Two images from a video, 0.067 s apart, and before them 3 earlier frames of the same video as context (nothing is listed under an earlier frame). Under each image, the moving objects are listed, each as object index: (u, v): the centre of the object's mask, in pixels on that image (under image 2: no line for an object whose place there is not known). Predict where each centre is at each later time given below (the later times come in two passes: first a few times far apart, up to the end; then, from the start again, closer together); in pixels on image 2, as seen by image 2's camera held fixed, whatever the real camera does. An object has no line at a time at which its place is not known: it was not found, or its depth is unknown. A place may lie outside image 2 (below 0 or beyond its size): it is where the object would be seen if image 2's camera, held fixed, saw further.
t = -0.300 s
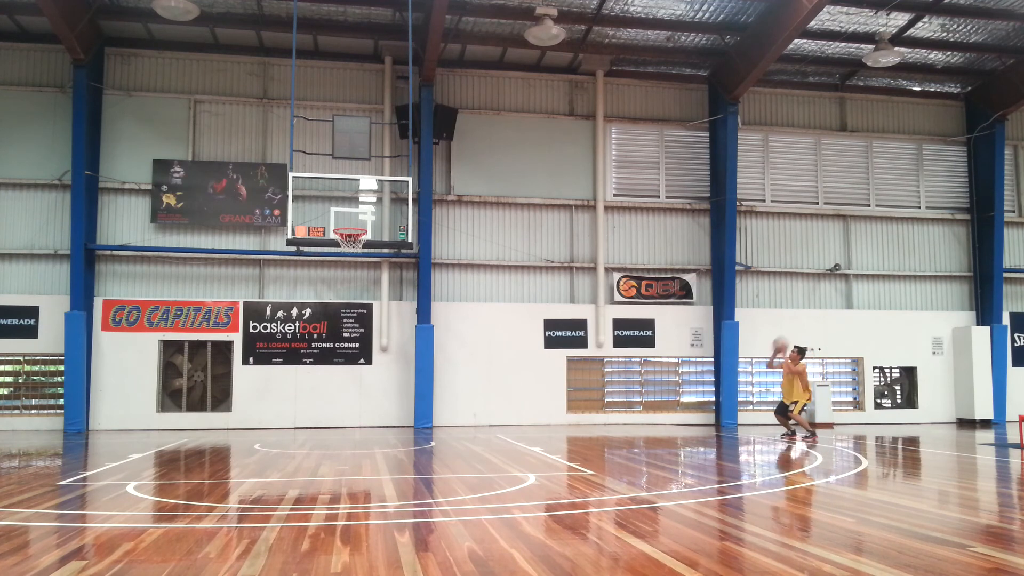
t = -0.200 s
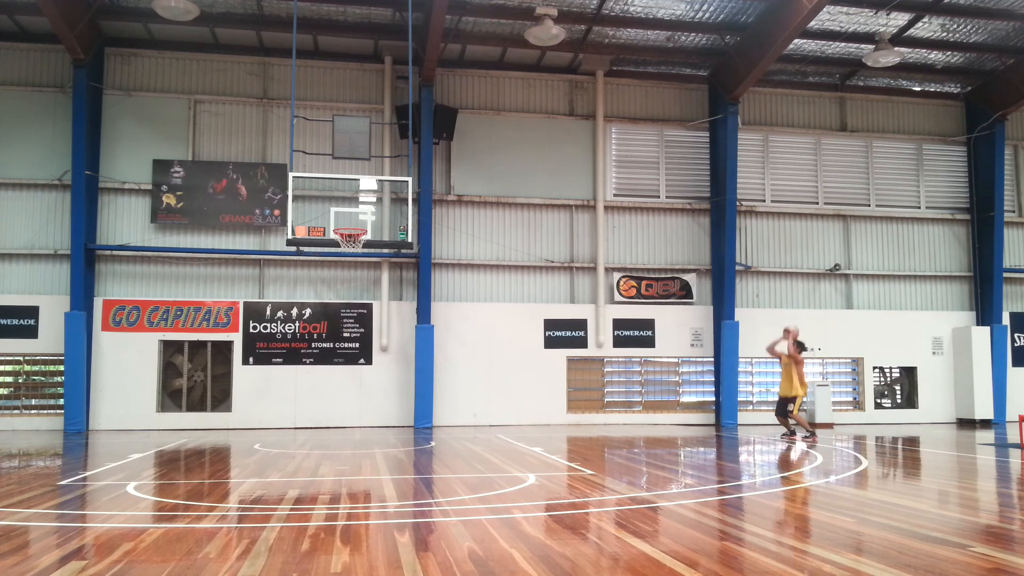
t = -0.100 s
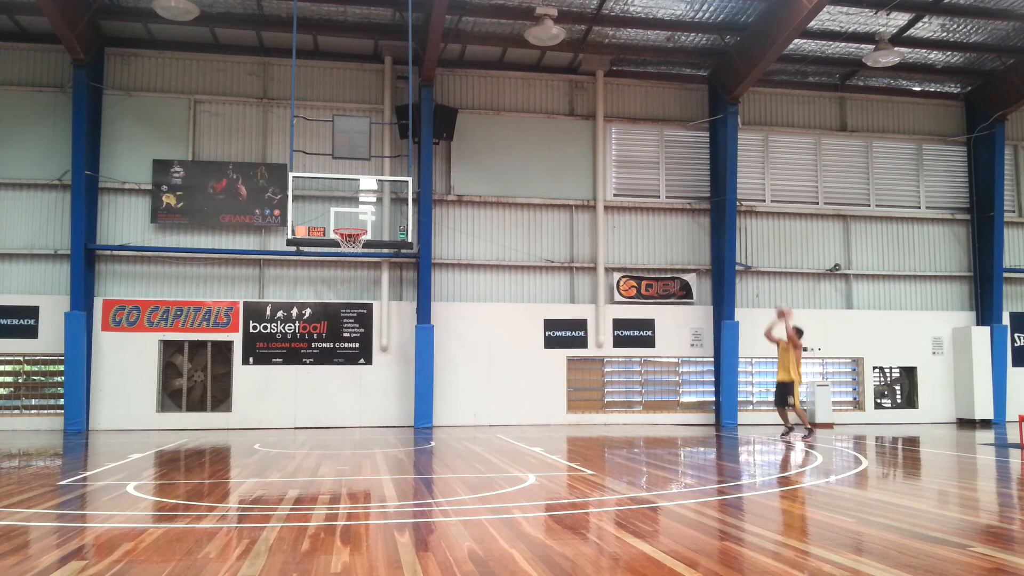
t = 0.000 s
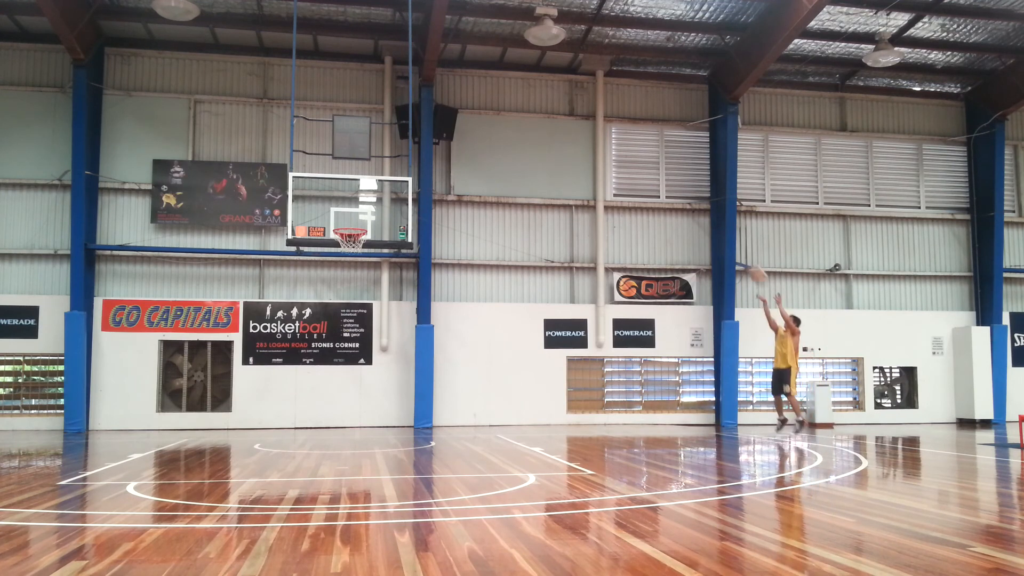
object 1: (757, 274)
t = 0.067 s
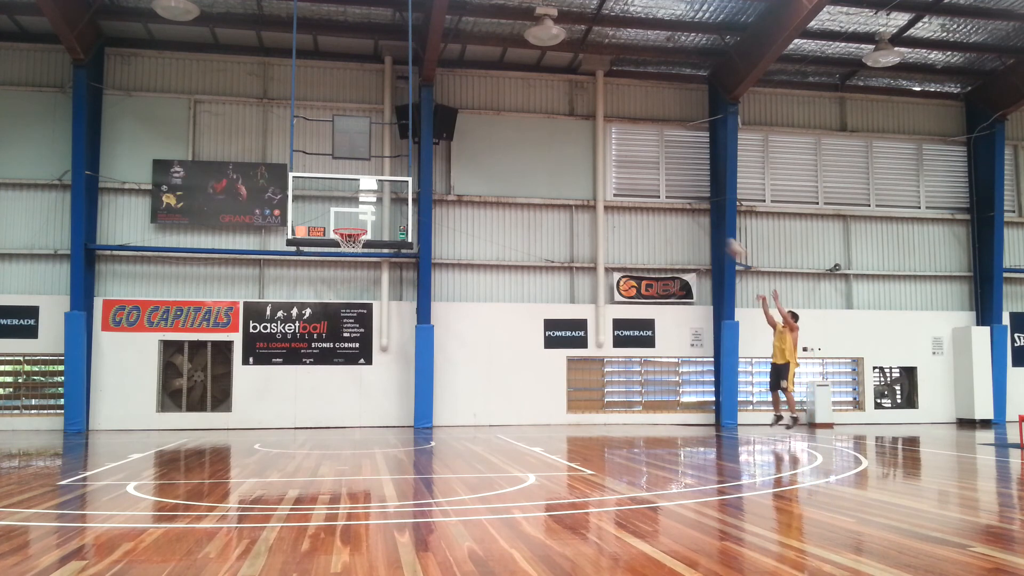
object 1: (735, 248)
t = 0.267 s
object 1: (670, 188)
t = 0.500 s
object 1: (591, 148)
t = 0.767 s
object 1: (502, 141)
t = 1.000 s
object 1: (421, 172)
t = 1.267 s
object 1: (334, 242)
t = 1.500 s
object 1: (329, 272)
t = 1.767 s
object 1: (324, 350)
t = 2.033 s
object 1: (325, 409)
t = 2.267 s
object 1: (349, 347)
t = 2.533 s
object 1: (373, 319)
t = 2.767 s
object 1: (392, 333)
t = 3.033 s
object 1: (414, 386)
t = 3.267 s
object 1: (430, 404)
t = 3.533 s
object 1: (445, 362)
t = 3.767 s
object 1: (458, 361)
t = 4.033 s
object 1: (473, 395)
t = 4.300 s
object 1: (486, 400)
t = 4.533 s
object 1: (497, 379)
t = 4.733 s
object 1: (506, 384)
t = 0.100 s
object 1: (725, 237)
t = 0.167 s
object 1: (703, 215)
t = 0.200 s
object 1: (692, 206)
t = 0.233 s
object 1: (681, 197)
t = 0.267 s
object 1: (670, 188)
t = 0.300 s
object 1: (658, 181)
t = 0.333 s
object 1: (648, 173)
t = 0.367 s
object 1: (637, 167)
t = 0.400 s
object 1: (625, 161)
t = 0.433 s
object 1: (614, 156)
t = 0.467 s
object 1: (602, 152)
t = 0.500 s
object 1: (591, 148)
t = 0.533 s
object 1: (581, 144)
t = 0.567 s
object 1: (570, 142)
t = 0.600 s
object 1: (558, 140)
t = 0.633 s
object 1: (547, 139)
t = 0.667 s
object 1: (536, 139)
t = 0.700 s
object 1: (524, 139)
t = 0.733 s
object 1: (513, 140)
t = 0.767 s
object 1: (502, 141)
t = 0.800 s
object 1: (490, 143)
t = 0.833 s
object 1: (478, 146)
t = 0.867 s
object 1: (467, 150)
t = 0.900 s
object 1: (455, 154)
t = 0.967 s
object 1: (432, 166)
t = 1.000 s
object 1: (421, 172)
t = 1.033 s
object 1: (409, 179)
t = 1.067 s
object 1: (398, 190)
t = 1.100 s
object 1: (385, 198)
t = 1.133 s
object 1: (372, 209)
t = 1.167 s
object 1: (360, 220)
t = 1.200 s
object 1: (347, 227)
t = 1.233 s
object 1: (337, 240)
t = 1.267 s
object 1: (334, 242)
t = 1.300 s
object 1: (334, 244)
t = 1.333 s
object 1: (333, 248)
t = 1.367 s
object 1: (332, 251)
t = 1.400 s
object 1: (331, 255)
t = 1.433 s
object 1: (331, 260)
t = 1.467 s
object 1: (330, 265)
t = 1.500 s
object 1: (329, 272)
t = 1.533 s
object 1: (328, 280)
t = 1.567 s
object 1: (328, 287)
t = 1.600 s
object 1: (327, 296)
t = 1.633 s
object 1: (327, 305)
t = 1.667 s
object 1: (326, 315)
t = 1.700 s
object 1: (326, 326)
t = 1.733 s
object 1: (325, 337)
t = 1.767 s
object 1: (324, 350)
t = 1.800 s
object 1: (323, 361)
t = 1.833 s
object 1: (322, 376)
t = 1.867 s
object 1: (320, 391)
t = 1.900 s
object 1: (320, 406)
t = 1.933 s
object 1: (319, 420)
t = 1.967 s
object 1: (318, 433)
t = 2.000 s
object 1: (322, 421)
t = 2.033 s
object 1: (325, 409)
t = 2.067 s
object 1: (329, 399)
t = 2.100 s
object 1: (332, 388)
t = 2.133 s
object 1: (336, 378)
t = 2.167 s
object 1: (339, 367)
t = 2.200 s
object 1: (342, 360)
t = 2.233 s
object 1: (345, 354)
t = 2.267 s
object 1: (349, 347)
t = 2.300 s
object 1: (352, 341)
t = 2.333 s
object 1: (355, 335)
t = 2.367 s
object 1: (358, 331)
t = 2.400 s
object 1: (361, 327)
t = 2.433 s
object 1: (364, 324)
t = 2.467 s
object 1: (366, 323)
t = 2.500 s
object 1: (369, 321)
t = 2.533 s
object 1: (373, 319)
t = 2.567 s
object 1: (375, 320)
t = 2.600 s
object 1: (378, 320)
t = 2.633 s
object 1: (381, 321)
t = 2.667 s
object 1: (384, 323)
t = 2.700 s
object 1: (387, 325)
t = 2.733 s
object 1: (390, 328)
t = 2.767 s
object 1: (392, 333)
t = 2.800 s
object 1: (396, 337)
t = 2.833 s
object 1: (398, 342)
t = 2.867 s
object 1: (400, 347)
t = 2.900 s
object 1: (403, 354)
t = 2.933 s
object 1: (405, 361)
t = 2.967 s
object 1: (408, 370)
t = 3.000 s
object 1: (411, 378)
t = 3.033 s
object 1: (414, 386)
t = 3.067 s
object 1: (416, 395)
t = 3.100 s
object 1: (418, 405)
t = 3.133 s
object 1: (421, 415)
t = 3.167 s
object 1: (423, 425)
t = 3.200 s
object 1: (426, 421)
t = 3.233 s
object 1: (427, 412)
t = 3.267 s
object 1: (430, 404)
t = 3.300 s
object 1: (431, 397)
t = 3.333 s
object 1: (433, 390)
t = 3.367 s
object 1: (435, 384)
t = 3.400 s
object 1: (437, 379)
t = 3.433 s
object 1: (440, 374)
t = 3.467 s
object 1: (441, 369)
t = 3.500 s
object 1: (443, 366)
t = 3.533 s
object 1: (445, 362)
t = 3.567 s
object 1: (447, 361)
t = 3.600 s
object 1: (449, 359)
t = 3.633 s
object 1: (451, 358)
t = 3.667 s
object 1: (452, 358)
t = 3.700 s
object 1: (454, 358)
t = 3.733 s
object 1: (456, 359)
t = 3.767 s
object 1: (458, 361)
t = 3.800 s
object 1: (460, 363)
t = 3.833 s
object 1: (462, 366)
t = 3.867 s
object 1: (464, 369)
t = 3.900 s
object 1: (466, 373)
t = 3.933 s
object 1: (467, 377)
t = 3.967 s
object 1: (469, 383)
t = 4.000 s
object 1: (471, 389)
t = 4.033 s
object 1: (473, 395)
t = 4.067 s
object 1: (474, 402)
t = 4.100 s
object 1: (476, 410)
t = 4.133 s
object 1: (478, 418)
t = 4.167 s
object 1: (479, 424)
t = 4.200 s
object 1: (481, 417)
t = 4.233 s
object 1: (483, 411)
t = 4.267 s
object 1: (484, 405)
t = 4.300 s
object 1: (486, 400)
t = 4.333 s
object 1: (487, 395)
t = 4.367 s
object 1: (489, 390)
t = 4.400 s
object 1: (490, 387)
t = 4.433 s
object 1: (492, 384)
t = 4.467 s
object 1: (494, 382)
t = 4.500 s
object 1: (495, 380)
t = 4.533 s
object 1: (497, 379)
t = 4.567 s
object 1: (498, 378)
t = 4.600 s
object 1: (500, 378)
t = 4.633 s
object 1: (501, 379)
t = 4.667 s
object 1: (503, 380)
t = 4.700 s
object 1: (504, 382)
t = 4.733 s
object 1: (506, 384)
